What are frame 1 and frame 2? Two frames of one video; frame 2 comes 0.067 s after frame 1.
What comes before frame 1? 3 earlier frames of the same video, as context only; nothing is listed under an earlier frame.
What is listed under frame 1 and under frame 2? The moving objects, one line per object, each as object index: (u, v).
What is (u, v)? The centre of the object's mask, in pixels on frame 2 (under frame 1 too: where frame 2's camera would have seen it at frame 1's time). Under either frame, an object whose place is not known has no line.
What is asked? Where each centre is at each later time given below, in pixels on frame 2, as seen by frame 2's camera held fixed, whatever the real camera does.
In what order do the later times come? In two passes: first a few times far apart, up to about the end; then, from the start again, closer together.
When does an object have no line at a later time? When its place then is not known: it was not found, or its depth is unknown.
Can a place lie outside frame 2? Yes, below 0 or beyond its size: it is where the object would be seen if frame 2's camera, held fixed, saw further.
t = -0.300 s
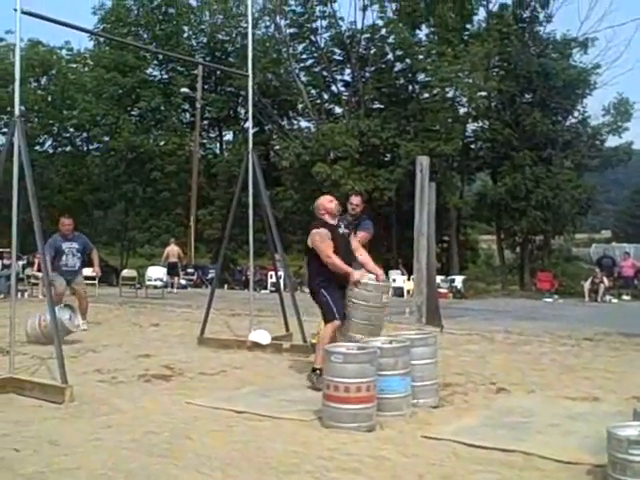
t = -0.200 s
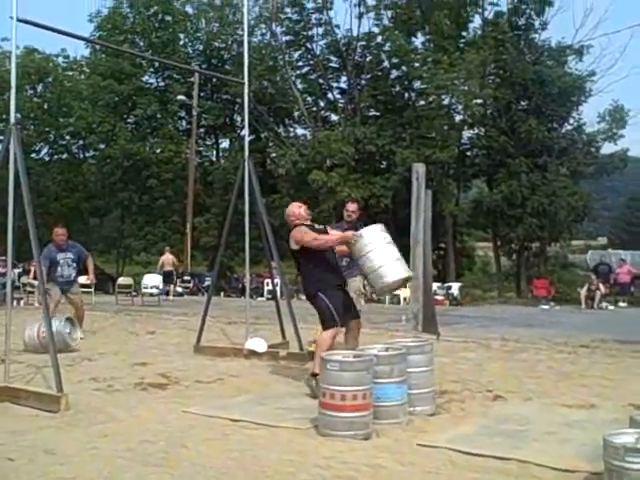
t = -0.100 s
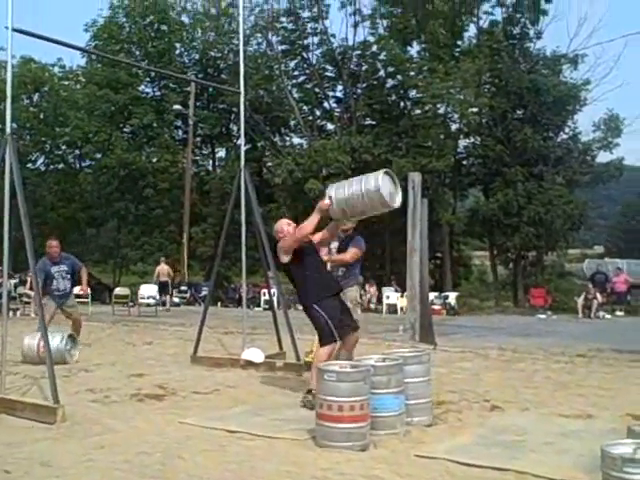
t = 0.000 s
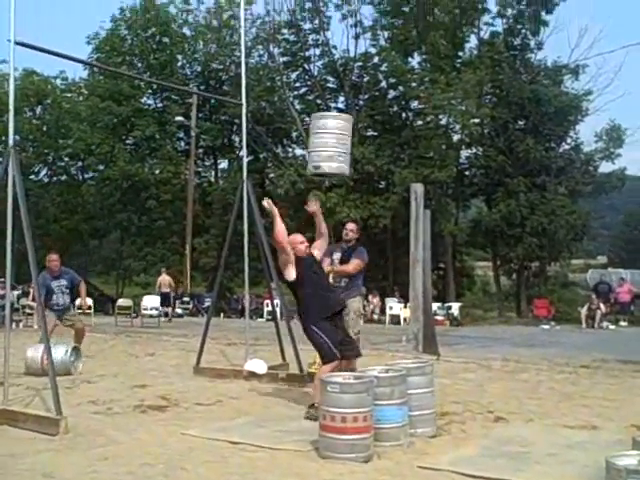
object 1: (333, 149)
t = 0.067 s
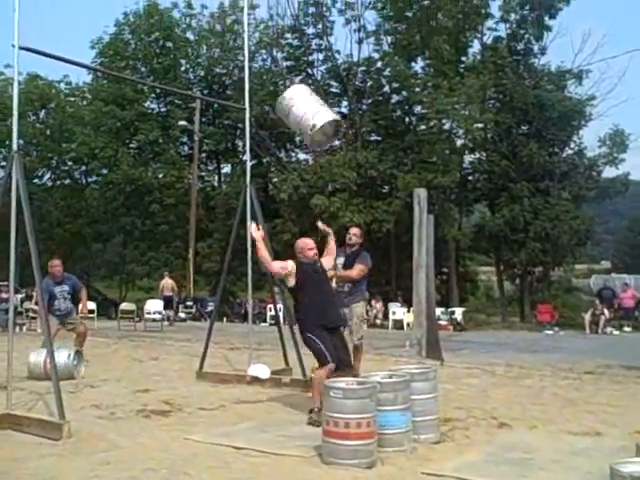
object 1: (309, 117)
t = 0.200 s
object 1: (264, 64)
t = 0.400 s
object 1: (204, 26)
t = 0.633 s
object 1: (141, 33)
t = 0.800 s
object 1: (98, 61)
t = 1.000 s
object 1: (48, 119)
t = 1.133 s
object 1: (33, 171)
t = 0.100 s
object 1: (297, 102)
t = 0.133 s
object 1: (285, 89)
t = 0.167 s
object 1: (276, 78)
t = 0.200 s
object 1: (264, 64)
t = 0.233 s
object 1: (255, 52)
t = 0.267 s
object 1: (244, 43)
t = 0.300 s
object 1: (235, 40)
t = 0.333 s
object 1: (224, 32)
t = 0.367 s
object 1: (214, 28)
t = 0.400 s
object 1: (204, 26)
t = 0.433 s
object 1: (193, 24)
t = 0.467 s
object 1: (186, 22)
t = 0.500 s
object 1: (176, 23)
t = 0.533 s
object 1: (169, 23)
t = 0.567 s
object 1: (158, 28)
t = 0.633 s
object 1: (141, 33)
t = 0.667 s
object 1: (131, 37)
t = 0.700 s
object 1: (123, 41)
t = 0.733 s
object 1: (116, 49)
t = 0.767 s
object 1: (106, 52)
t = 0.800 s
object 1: (98, 61)
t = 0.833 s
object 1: (94, 72)
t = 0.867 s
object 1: (85, 80)
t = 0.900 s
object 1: (72, 94)
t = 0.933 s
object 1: (67, 99)
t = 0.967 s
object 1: (58, 106)
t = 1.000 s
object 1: (48, 119)
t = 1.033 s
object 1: (44, 137)
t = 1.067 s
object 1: (41, 150)
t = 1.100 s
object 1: (36, 161)
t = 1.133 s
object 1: (33, 171)
